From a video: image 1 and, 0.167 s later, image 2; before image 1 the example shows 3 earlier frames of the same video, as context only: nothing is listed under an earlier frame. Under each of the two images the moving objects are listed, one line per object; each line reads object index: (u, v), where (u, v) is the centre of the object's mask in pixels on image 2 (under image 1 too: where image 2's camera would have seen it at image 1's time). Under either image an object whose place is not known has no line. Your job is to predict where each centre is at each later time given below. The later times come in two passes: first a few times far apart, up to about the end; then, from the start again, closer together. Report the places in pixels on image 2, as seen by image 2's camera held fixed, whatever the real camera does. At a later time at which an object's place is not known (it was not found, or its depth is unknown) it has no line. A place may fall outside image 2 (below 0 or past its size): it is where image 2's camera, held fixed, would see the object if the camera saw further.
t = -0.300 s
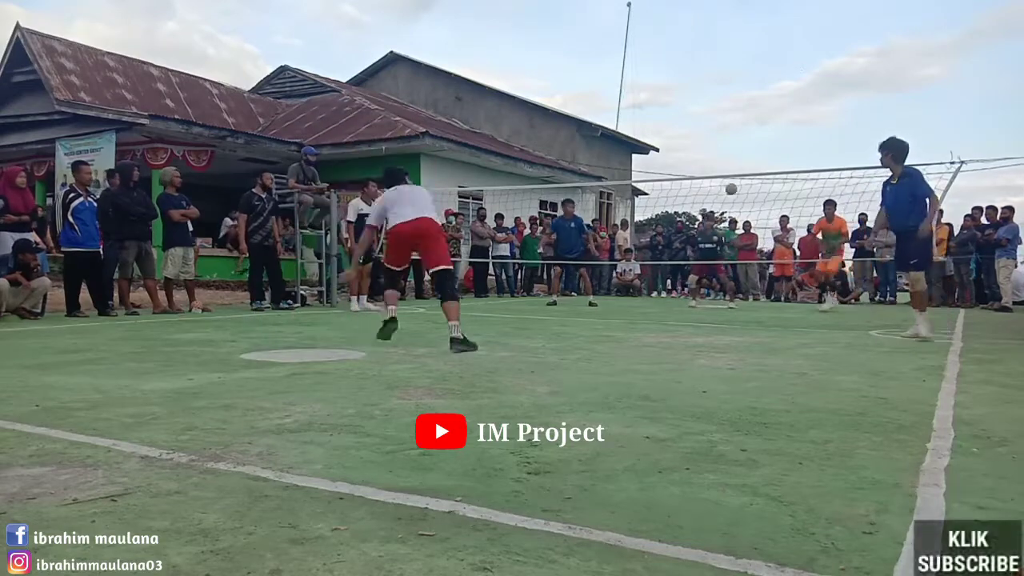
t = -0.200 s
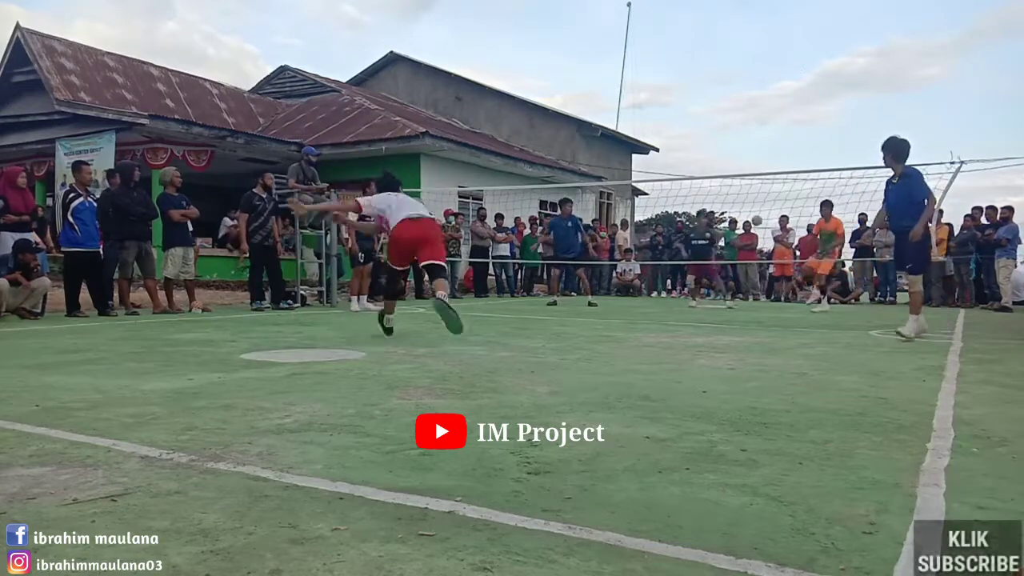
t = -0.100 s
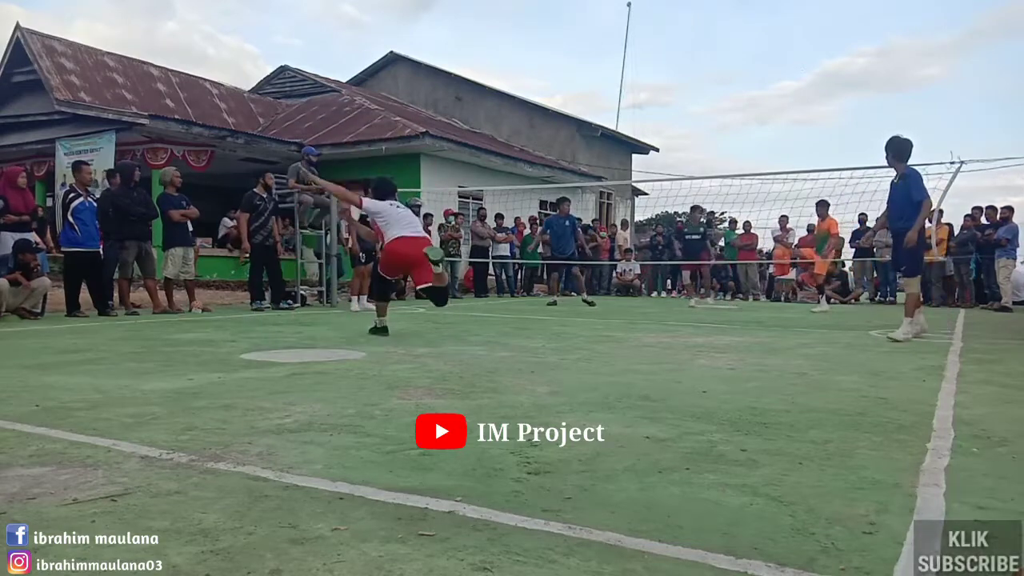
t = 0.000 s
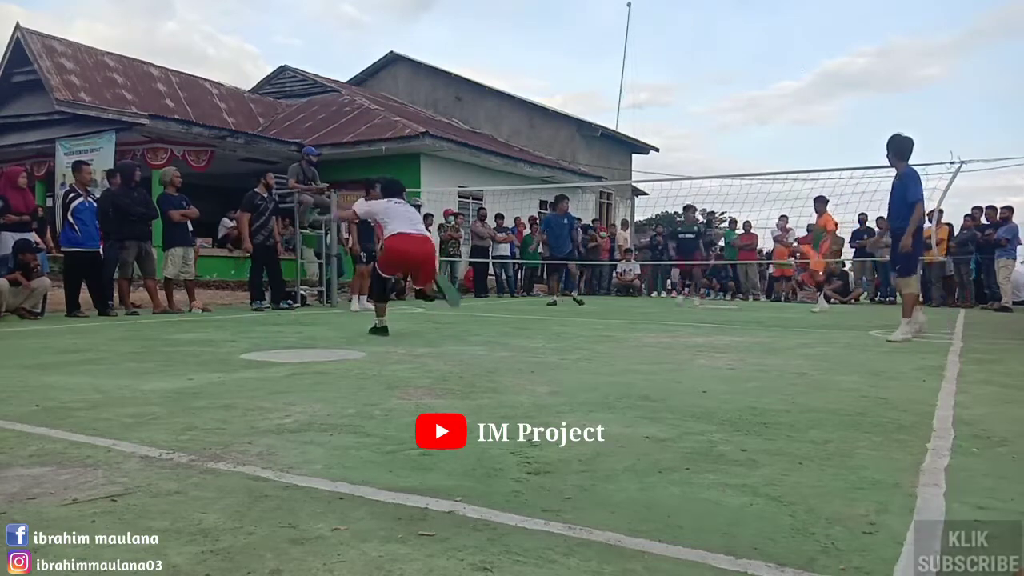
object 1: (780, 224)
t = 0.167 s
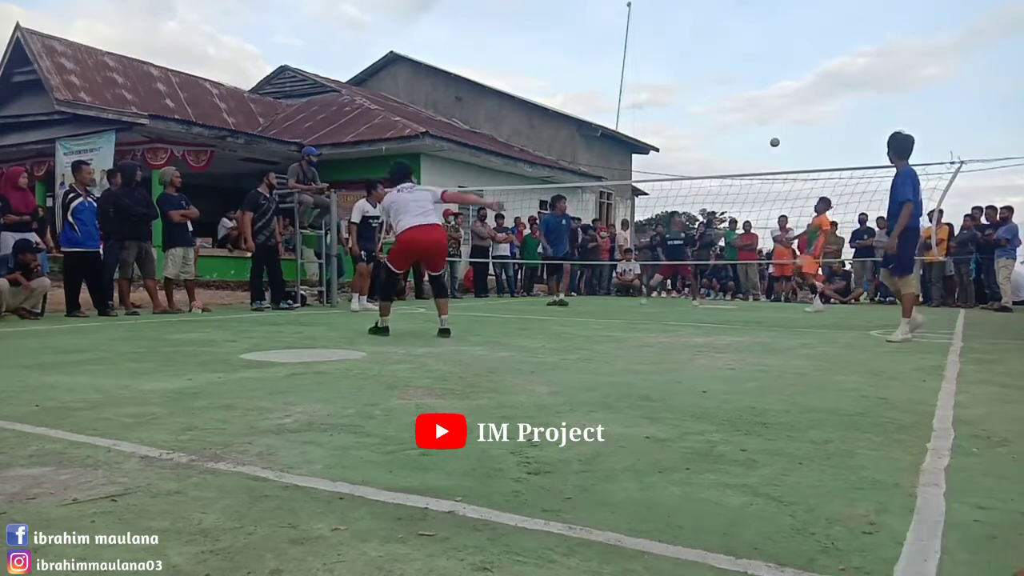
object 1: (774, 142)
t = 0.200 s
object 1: (773, 128)
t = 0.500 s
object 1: (762, 42)
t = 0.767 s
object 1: (751, 20)
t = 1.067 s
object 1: (738, 56)
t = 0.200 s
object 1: (773, 128)
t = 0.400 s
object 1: (766, 63)
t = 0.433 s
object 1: (764, 55)
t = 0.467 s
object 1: (763, 48)
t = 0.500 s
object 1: (762, 42)
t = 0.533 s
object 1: (761, 37)
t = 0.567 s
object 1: (759, 32)
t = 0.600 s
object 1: (758, 28)
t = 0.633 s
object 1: (757, 25)
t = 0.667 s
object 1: (755, 23)
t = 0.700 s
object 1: (754, 21)
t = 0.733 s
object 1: (753, 20)
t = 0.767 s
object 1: (751, 20)
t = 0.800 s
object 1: (750, 21)
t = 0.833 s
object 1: (748, 23)
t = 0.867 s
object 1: (747, 25)
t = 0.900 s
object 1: (746, 29)
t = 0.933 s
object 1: (744, 32)
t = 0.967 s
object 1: (743, 37)
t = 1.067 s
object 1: (738, 56)
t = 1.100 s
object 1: (737, 63)
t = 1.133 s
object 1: (735, 71)
